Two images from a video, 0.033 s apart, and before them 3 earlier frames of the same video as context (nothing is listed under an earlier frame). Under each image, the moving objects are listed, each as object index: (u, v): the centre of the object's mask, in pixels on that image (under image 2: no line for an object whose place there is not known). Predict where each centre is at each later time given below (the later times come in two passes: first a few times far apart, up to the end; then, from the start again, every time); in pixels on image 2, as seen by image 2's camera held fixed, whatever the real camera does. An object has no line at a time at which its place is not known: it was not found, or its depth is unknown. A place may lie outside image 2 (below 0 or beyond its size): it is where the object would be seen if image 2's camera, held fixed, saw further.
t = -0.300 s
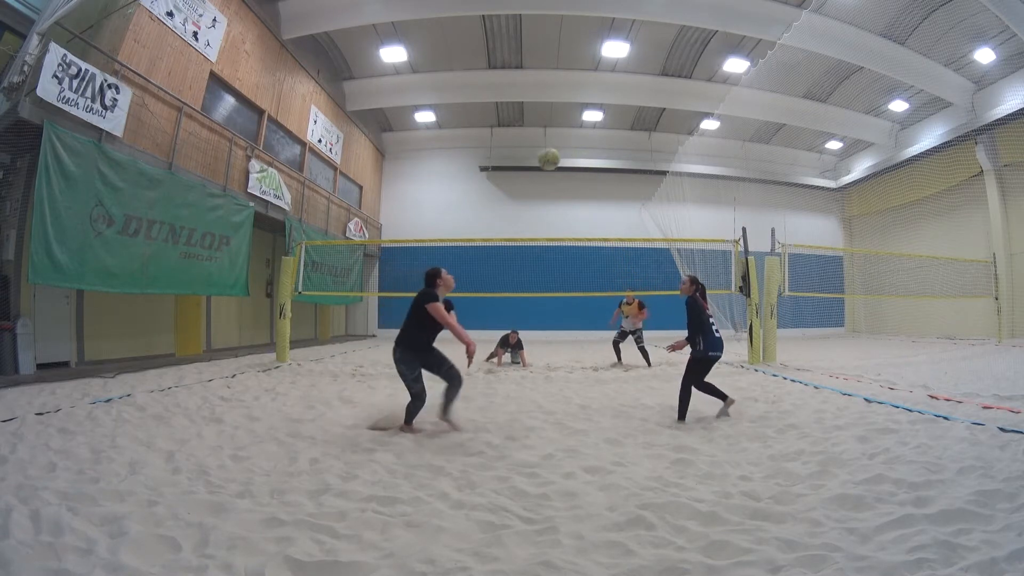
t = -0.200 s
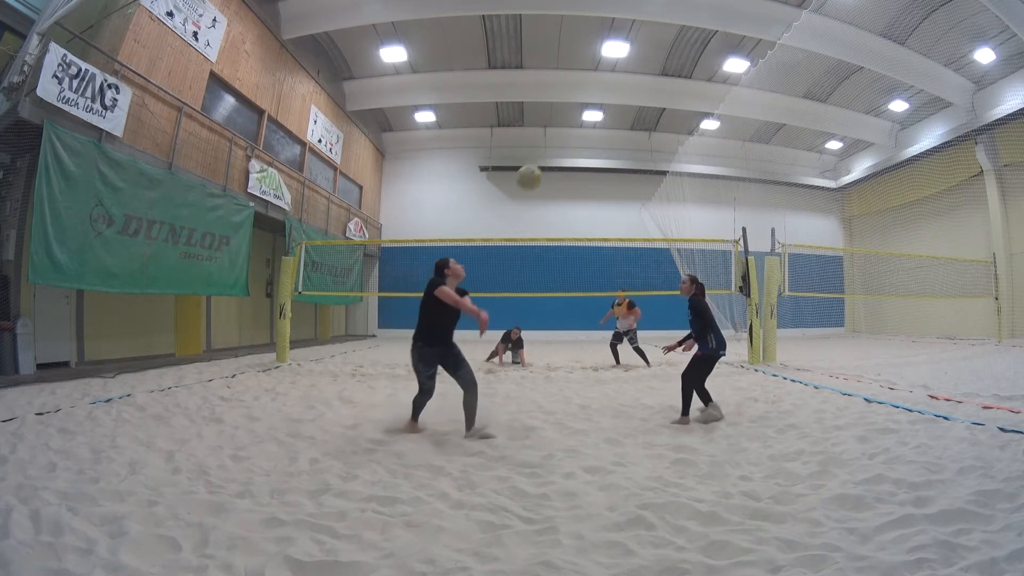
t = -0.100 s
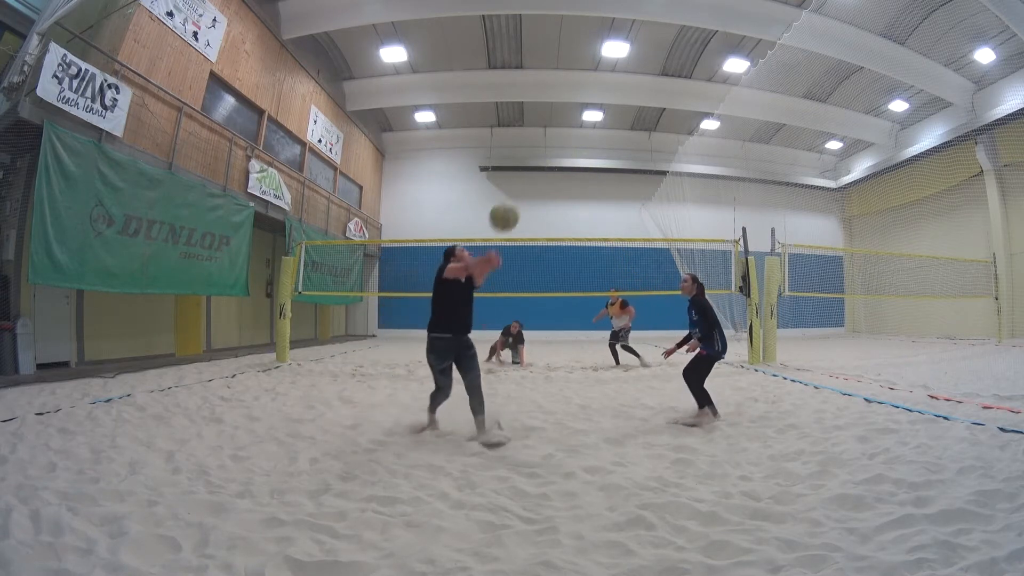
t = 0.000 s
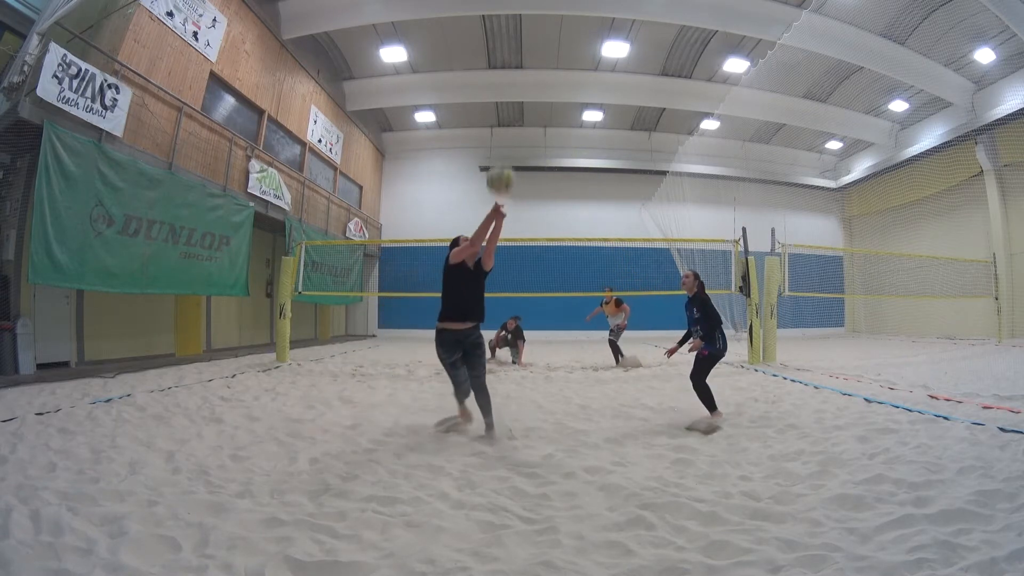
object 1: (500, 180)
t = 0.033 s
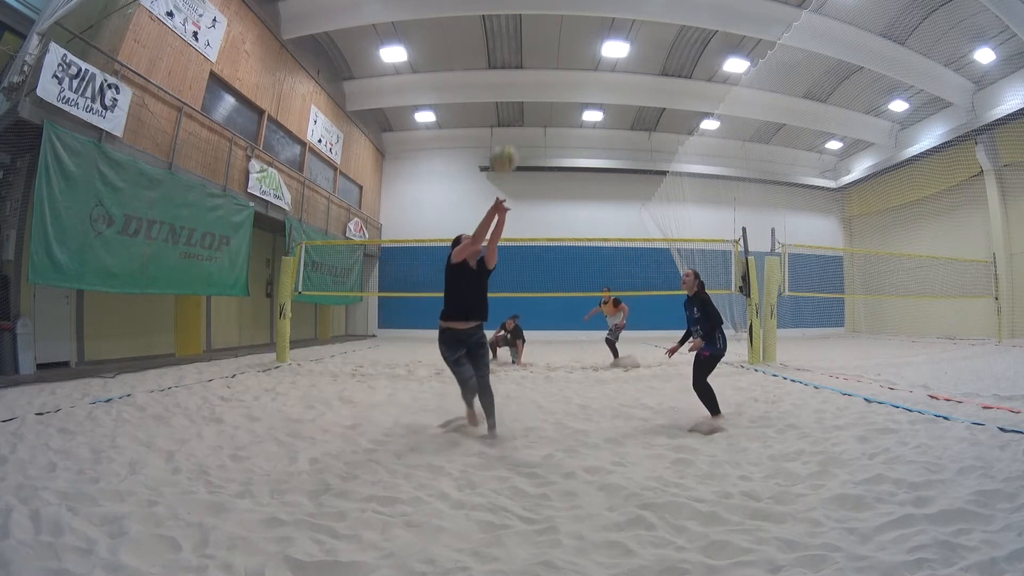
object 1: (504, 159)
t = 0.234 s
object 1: (517, 80)
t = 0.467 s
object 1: (527, 56)
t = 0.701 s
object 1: (536, 78)
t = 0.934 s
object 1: (544, 138)
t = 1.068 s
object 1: (546, 189)
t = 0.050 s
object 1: (505, 149)
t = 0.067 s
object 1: (506, 140)
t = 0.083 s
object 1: (507, 131)
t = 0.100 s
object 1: (508, 123)
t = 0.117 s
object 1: (510, 116)
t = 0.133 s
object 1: (510, 113)
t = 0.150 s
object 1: (512, 106)
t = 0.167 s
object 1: (513, 100)
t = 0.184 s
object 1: (514, 95)
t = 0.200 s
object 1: (515, 89)
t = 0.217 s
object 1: (516, 85)
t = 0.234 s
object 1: (517, 80)
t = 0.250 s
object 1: (518, 76)
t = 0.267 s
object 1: (518, 72)
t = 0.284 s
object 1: (519, 69)
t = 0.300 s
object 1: (520, 66)
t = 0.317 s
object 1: (521, 64)
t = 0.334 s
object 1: (522, 62)
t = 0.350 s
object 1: (522, 60)
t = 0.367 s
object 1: (523, 59)
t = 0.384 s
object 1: (524, 58)
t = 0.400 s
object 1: (525, 57)
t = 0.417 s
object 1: (525, 57)
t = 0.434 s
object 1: (526, 56)
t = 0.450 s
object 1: (527, 56)
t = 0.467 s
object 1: (527, 56)
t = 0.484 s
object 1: (528, 56)
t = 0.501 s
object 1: (529, 57)
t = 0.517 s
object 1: (529, 57)
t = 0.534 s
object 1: (530, 58)
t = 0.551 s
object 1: (530, 59)
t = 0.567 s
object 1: (531, 60)
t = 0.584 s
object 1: (532, 61)
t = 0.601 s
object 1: (532, 63)
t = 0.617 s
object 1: (533, 65)
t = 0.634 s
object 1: (534, 67)
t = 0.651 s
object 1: (534, 69)
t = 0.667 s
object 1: (535, 72)
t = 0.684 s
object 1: (535, 74)
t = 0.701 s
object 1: (536, 78)
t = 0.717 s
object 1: (537, 81)
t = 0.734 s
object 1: (537, 85)
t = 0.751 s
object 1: (537, 88)
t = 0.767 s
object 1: (538, 91)
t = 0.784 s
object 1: (538, 94)
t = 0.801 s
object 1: (539, 97)
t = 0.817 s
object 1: (539, 101)
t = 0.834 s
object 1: (541, 106)
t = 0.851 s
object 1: (542, 110)
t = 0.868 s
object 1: (542, 114)
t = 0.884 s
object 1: (542, 120)
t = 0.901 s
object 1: (542, 126)
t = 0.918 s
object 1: (542, 131)
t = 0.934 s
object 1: (544, 138)
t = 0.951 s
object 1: (544, 143)
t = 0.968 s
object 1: (544, 149)
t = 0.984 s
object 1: (545, 154)
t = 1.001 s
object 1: (545, 162)
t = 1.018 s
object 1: (546, 167)
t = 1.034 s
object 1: (546, 174)
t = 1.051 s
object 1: (546, 180)
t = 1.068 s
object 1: (546, 189)
